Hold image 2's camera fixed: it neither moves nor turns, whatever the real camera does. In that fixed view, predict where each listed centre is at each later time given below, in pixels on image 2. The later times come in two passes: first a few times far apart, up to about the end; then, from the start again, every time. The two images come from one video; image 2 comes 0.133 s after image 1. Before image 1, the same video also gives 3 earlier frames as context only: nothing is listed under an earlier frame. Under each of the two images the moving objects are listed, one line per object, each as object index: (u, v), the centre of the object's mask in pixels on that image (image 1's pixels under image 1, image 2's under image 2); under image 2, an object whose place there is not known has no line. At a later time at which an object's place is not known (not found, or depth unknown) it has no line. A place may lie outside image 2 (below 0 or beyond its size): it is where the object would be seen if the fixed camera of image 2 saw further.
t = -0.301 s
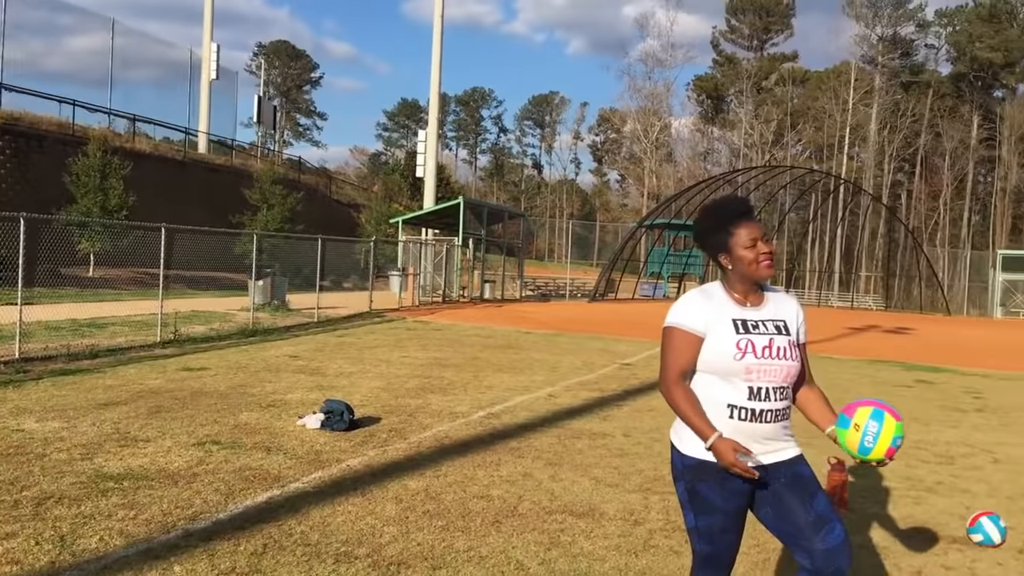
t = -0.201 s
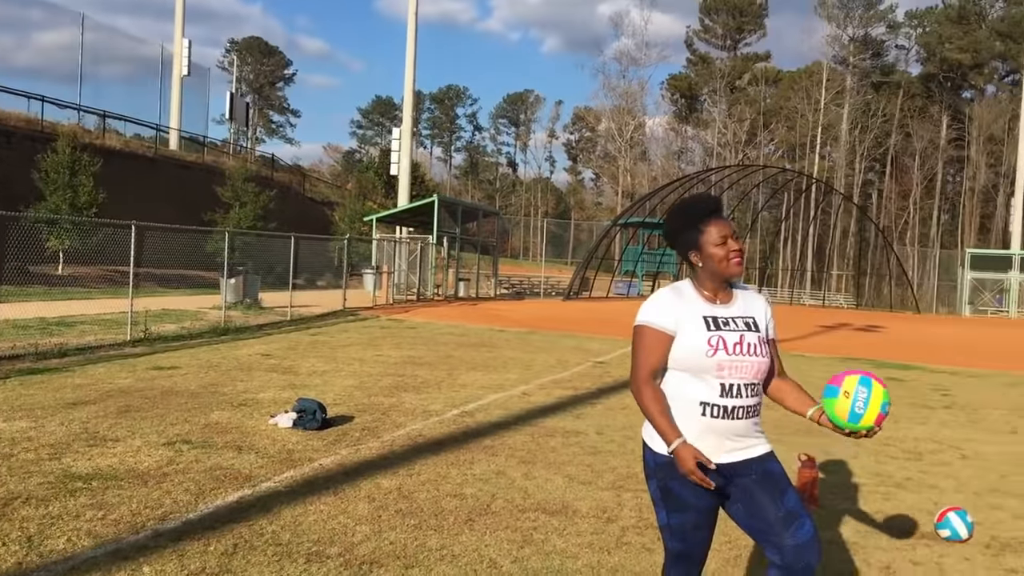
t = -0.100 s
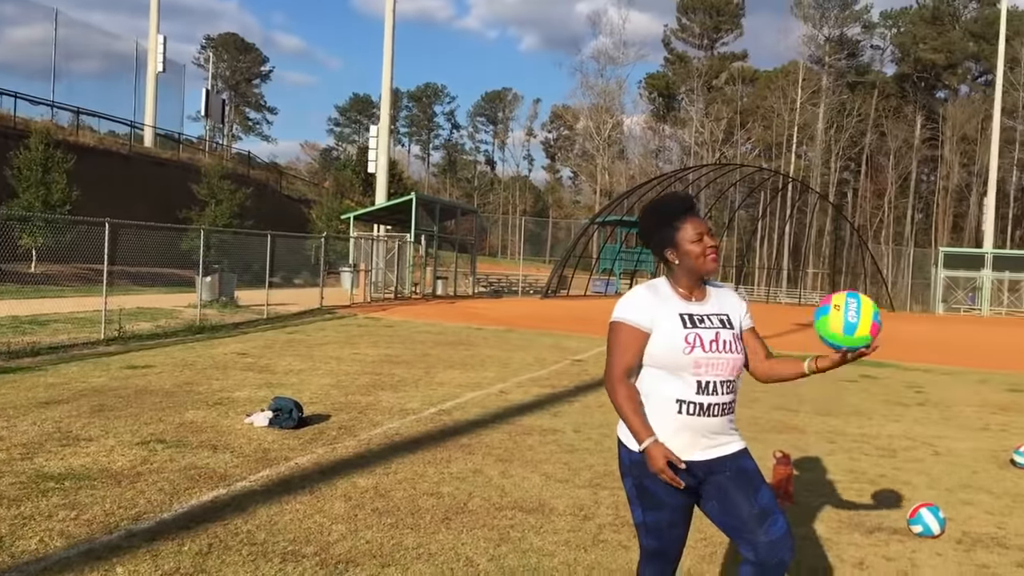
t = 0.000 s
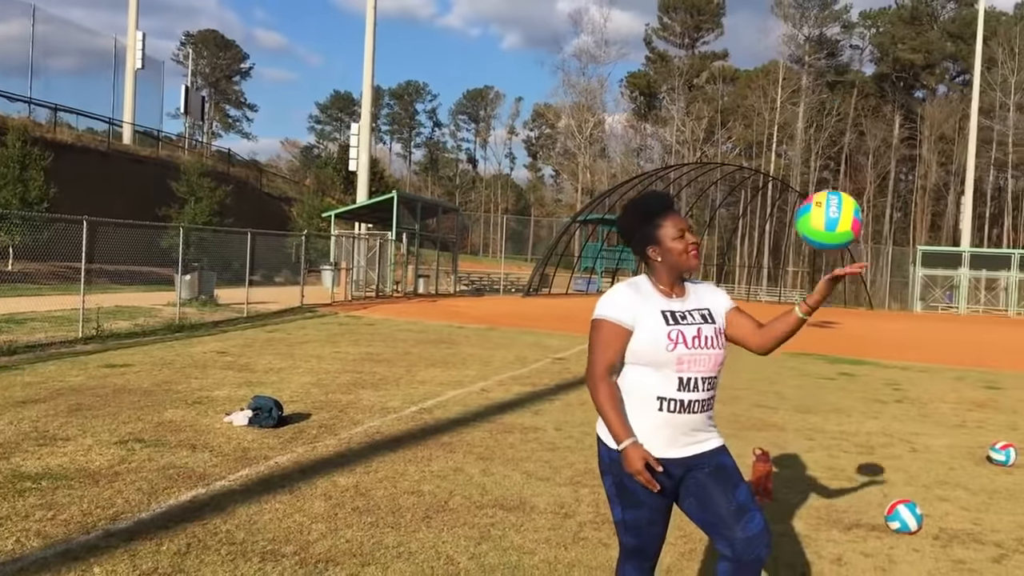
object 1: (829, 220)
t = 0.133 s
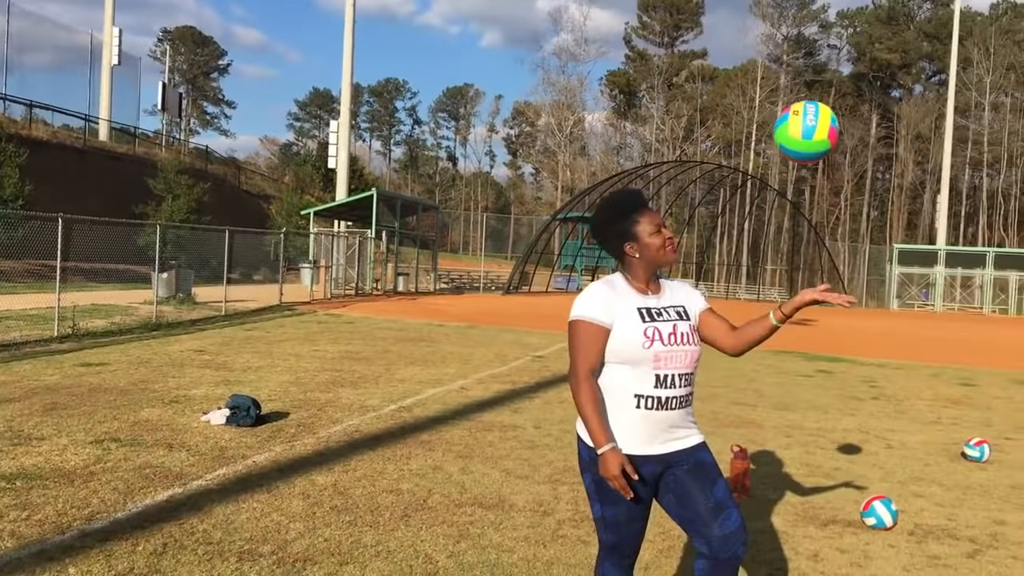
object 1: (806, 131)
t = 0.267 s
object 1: (798, 97)
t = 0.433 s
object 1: (783, 126)
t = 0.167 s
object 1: (805, 118)
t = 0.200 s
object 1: (802, 108)
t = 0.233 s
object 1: (800, 101)
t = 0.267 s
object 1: (798, 97)
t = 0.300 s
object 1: (796, 96)
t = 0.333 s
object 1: (793, 99)
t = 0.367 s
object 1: (790, 105)
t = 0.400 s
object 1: (786, 113)
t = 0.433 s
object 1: (783, 126)
